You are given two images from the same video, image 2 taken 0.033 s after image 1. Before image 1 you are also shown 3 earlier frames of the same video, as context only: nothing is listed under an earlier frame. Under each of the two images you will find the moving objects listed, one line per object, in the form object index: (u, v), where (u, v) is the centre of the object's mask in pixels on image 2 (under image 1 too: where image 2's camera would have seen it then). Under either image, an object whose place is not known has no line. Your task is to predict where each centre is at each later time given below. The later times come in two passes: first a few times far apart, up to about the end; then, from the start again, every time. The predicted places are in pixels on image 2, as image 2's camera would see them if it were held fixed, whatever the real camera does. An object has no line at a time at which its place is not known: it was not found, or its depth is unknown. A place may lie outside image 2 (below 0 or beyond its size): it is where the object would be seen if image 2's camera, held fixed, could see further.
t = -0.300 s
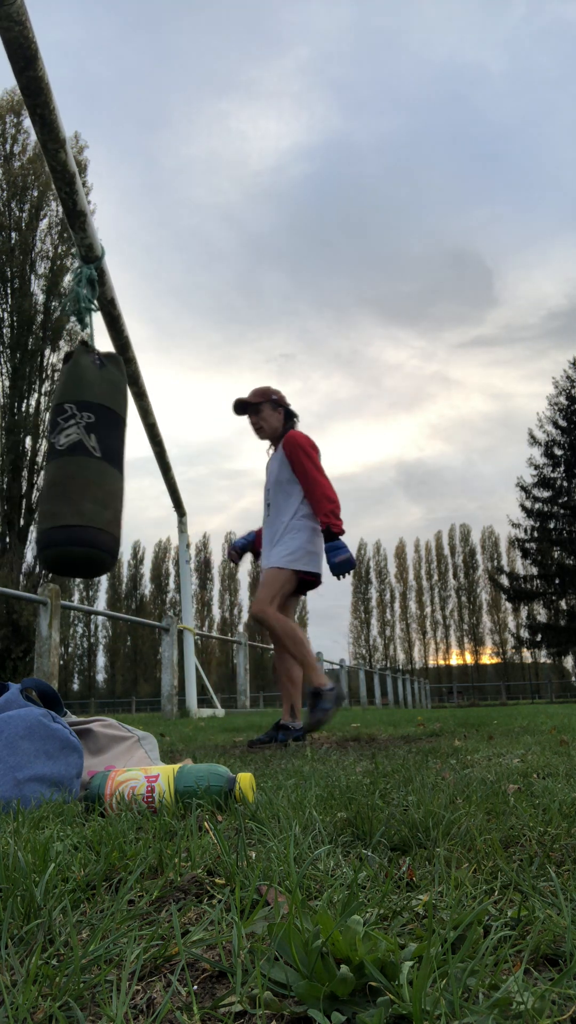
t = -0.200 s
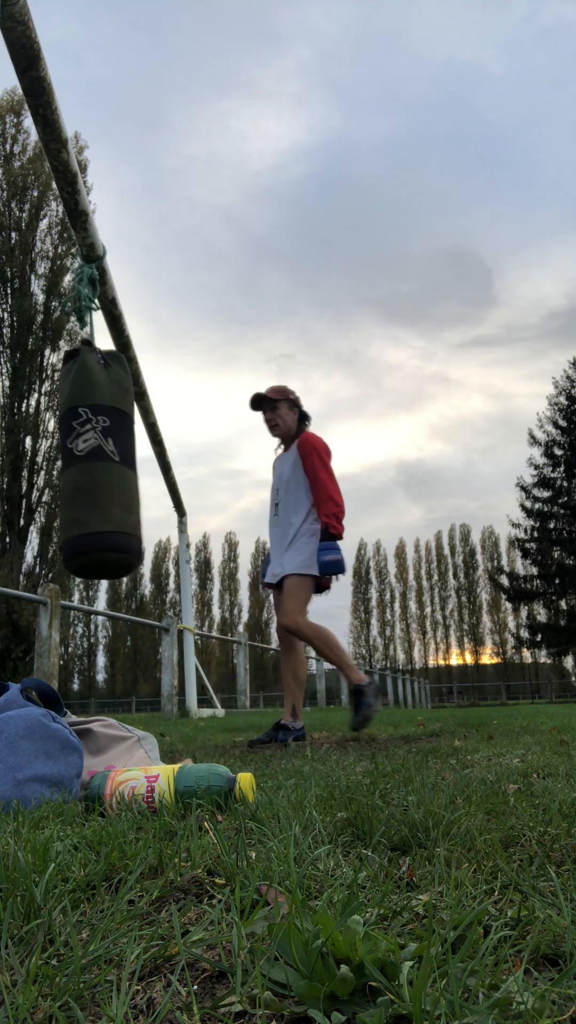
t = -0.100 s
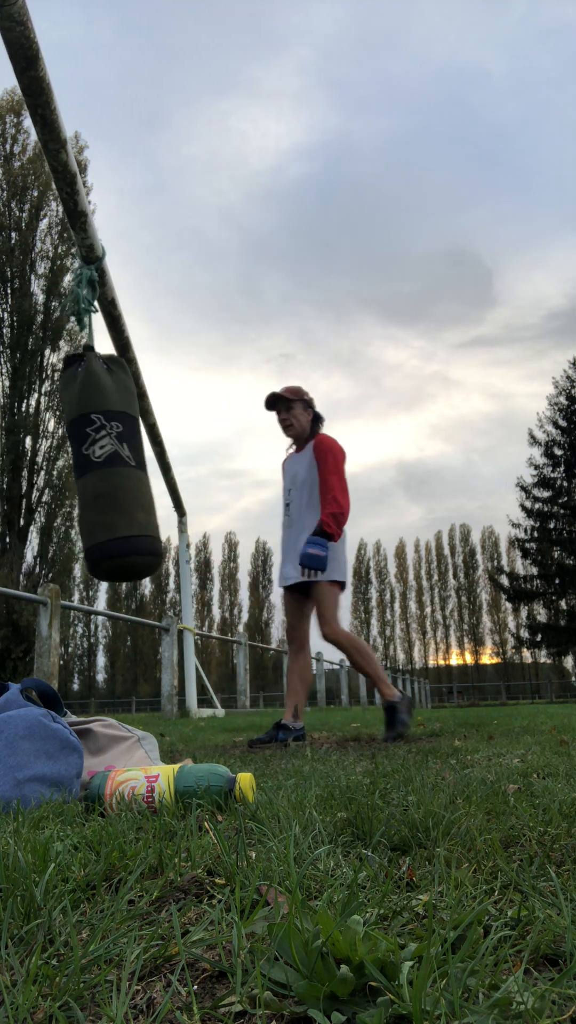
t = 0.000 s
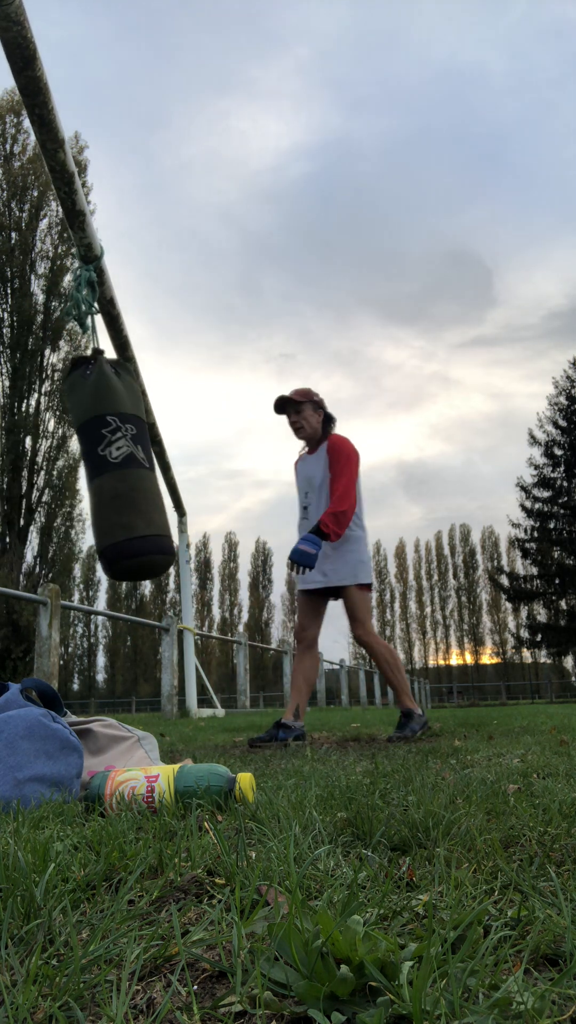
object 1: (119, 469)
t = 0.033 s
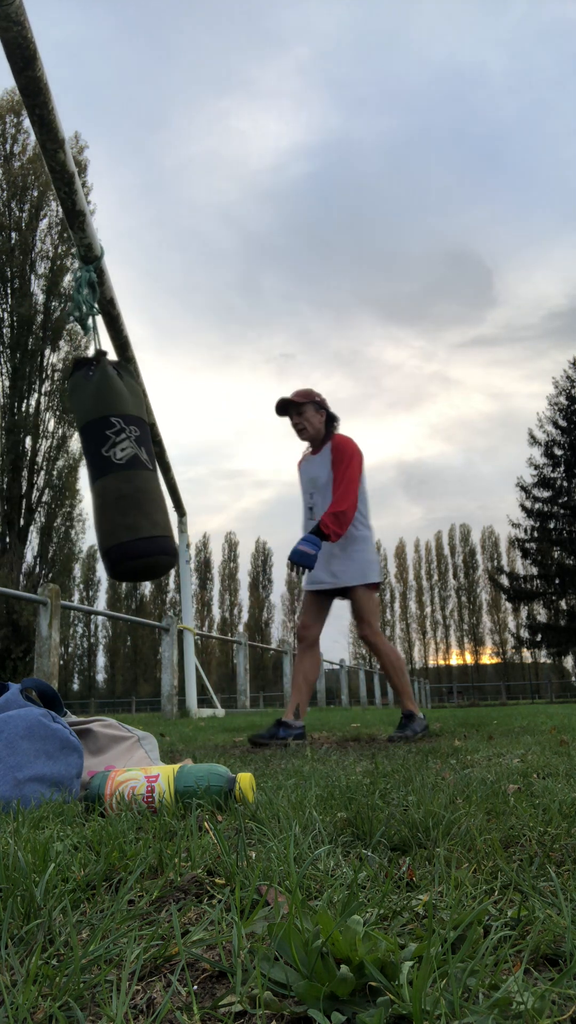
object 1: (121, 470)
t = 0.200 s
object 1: (126, 472)
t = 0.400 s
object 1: (118, 475)
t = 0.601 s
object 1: (98, 476)
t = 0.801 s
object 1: (74, 474)
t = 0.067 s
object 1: (123, 472)
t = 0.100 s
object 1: (125, 472)
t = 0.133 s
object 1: (126, 473)
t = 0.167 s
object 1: (126, 472)
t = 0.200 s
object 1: (126, 472)
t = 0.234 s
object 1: (126, 473)
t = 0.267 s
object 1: (125, 474)
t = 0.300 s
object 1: (124, 474)
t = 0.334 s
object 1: (122, 474)
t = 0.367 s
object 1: (120, 475)
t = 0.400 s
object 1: (118, 475)
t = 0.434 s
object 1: (115, 476)
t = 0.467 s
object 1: (112, 476)
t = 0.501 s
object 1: (109, 477)
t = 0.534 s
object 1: (105, 477)
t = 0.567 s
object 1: (102, 476)
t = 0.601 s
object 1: (98, 476)
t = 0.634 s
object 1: (94, 476)
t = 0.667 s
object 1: (90, 476)
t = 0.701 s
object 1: (86, 477)
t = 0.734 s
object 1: (82, 476)
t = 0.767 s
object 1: (78, 475)
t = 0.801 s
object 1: (74, 474)
